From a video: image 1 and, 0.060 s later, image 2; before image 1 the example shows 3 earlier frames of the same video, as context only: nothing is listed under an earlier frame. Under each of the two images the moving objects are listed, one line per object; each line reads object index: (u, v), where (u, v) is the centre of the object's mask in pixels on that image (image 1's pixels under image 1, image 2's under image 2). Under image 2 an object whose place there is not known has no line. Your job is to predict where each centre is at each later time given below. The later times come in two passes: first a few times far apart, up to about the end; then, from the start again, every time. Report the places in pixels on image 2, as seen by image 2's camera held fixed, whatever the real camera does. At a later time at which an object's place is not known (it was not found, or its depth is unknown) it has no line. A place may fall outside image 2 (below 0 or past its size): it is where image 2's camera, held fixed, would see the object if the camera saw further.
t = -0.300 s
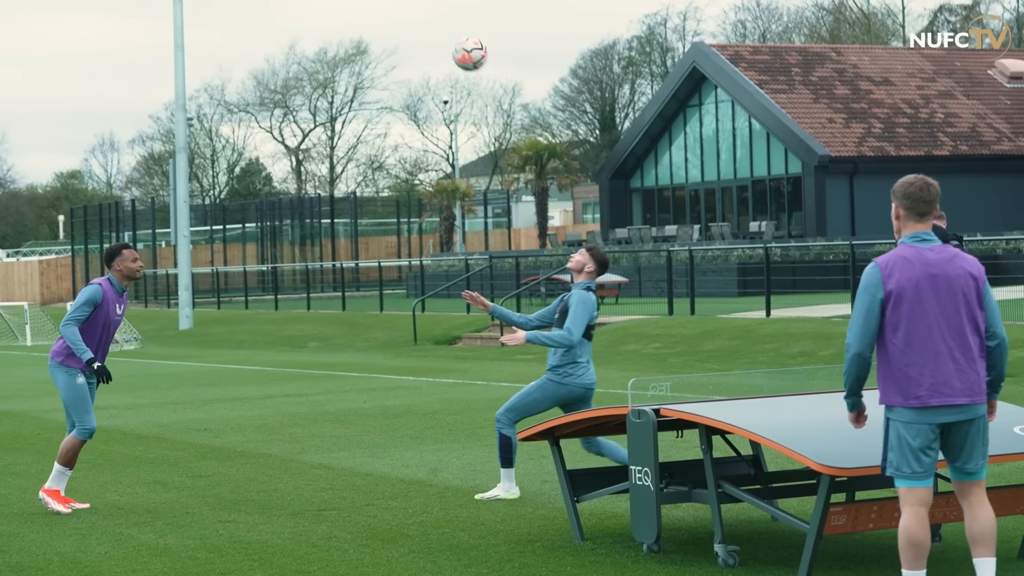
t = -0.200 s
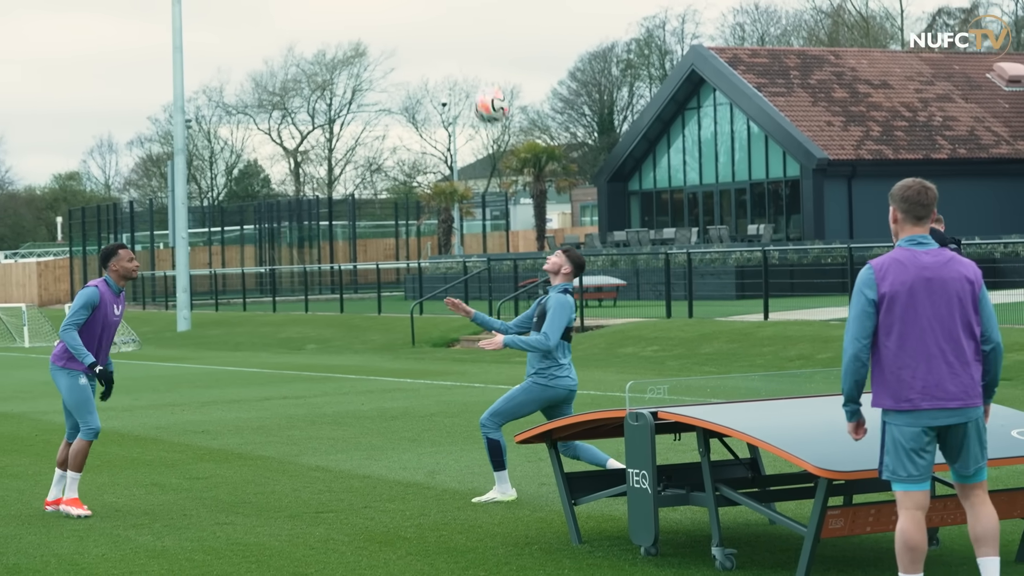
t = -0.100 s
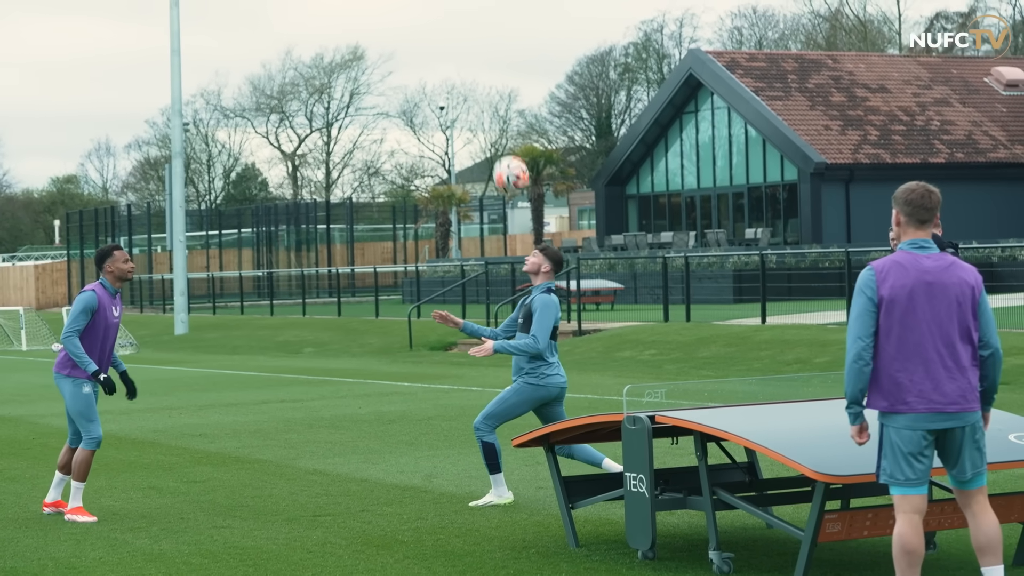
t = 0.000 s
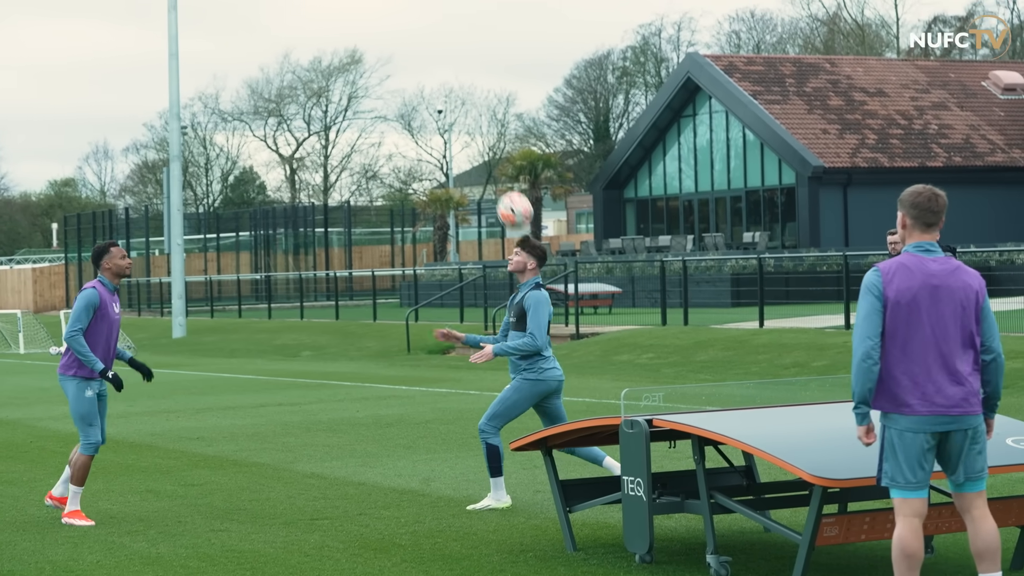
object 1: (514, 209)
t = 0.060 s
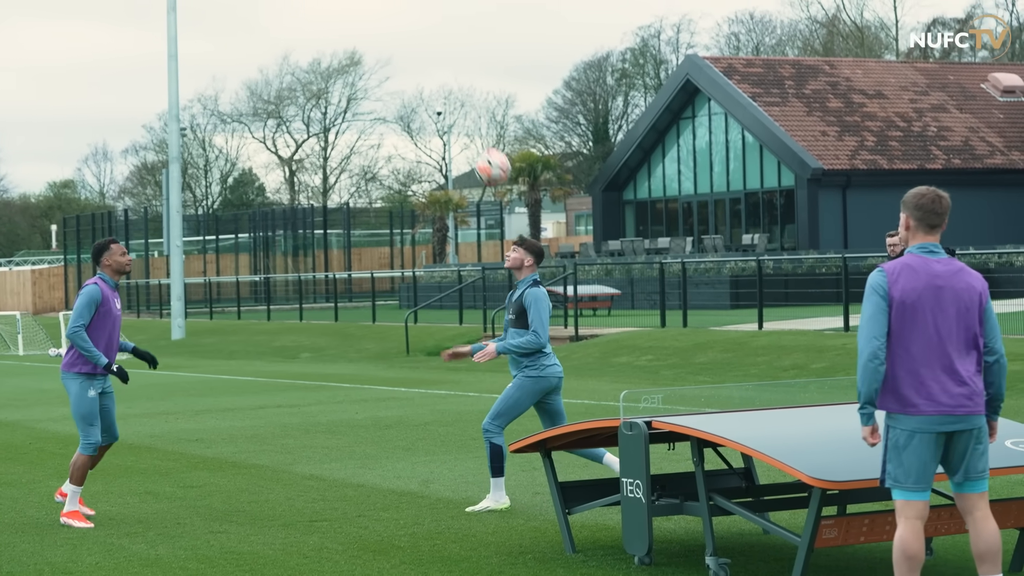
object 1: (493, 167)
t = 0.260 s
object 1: (421, 55)
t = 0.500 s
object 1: (338, 5)
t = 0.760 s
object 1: (252, 47)
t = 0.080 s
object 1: (486, 154)
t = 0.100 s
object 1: (478, 139)
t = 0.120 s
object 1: (471, 126)
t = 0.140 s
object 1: (463, 114)
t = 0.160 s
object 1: (456, 105)
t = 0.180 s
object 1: (449, 94)
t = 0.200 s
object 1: (442, 83)
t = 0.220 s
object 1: (435, 73)
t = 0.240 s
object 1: (428, 64)
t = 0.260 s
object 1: (421, 55)
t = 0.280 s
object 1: (414, 47)
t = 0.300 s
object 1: (407, 41)
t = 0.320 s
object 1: (400, 34)
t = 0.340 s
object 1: (393, 28)
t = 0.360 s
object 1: (386, 24)
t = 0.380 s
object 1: (379, 19)
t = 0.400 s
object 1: (373, 15)
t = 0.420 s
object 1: (365, 11)
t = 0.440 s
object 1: (359, 8)
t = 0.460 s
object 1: (352, 7)
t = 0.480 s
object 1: (345, 6)
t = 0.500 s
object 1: (338, 5)
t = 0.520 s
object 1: (331, 5)
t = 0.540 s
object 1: (324, 5)
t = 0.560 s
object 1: (318, 5)
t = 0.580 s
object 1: (311, 6)
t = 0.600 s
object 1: (305, 8)
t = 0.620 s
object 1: (298, 12)
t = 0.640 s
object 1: (292, 15)
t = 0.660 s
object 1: (285, 19)
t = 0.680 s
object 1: (278, 23)
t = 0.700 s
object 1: (271, 29)
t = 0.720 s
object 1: (265, 34)
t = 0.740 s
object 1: (258, 41)
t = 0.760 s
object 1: (252, 47)
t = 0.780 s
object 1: (246, 55)
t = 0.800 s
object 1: (239, 65)
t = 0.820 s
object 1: (233, 74)
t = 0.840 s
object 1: (226, 83)
